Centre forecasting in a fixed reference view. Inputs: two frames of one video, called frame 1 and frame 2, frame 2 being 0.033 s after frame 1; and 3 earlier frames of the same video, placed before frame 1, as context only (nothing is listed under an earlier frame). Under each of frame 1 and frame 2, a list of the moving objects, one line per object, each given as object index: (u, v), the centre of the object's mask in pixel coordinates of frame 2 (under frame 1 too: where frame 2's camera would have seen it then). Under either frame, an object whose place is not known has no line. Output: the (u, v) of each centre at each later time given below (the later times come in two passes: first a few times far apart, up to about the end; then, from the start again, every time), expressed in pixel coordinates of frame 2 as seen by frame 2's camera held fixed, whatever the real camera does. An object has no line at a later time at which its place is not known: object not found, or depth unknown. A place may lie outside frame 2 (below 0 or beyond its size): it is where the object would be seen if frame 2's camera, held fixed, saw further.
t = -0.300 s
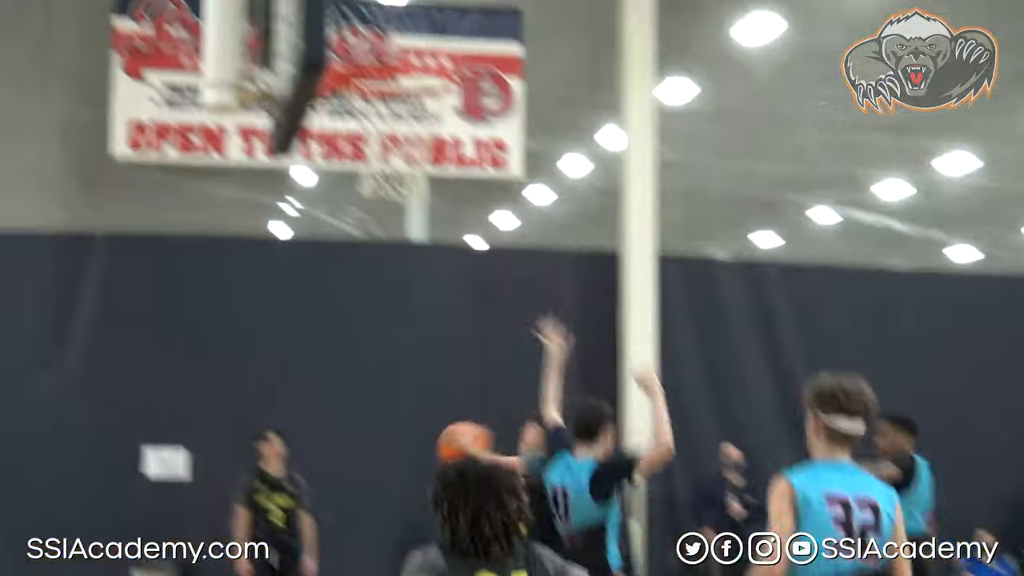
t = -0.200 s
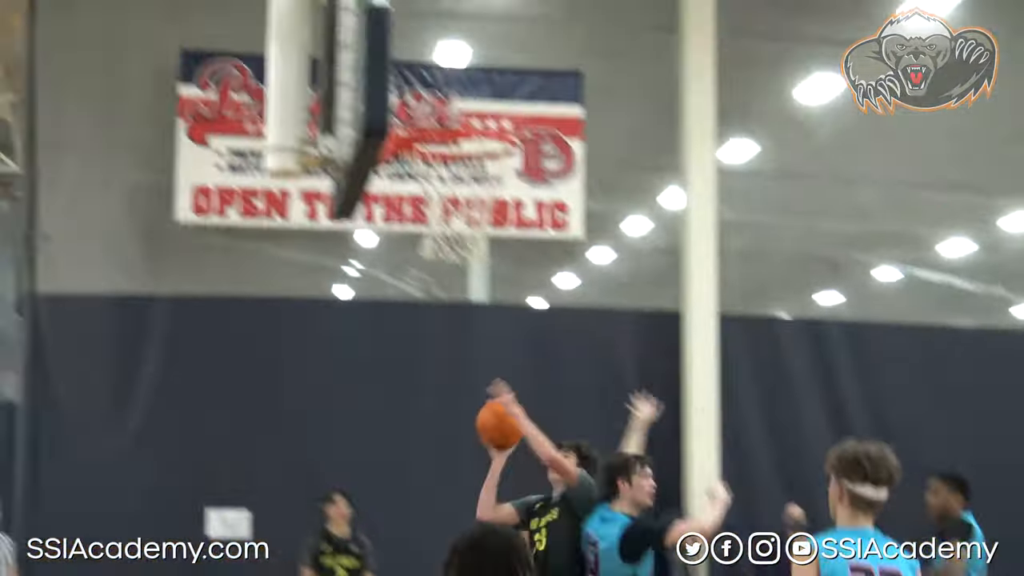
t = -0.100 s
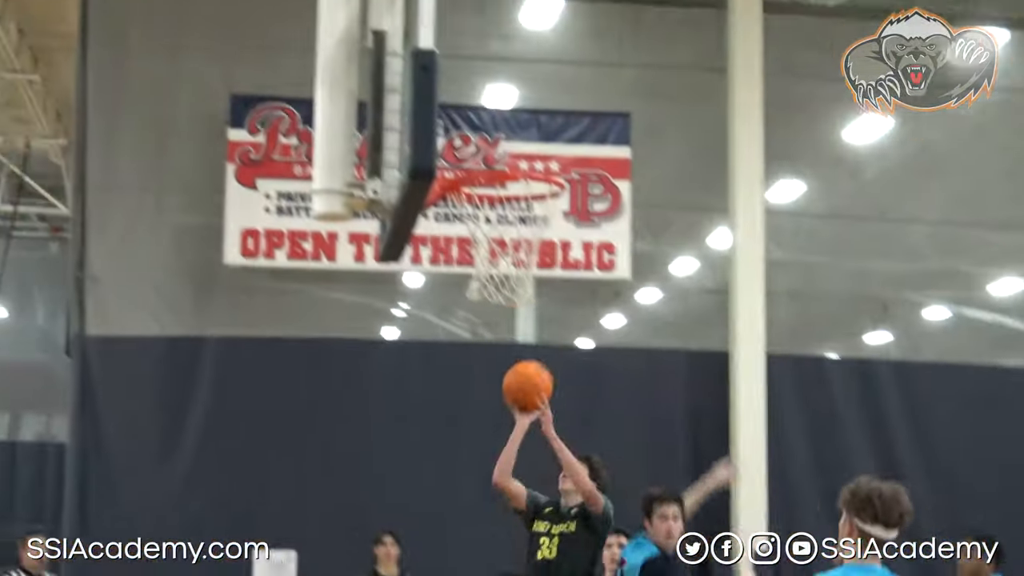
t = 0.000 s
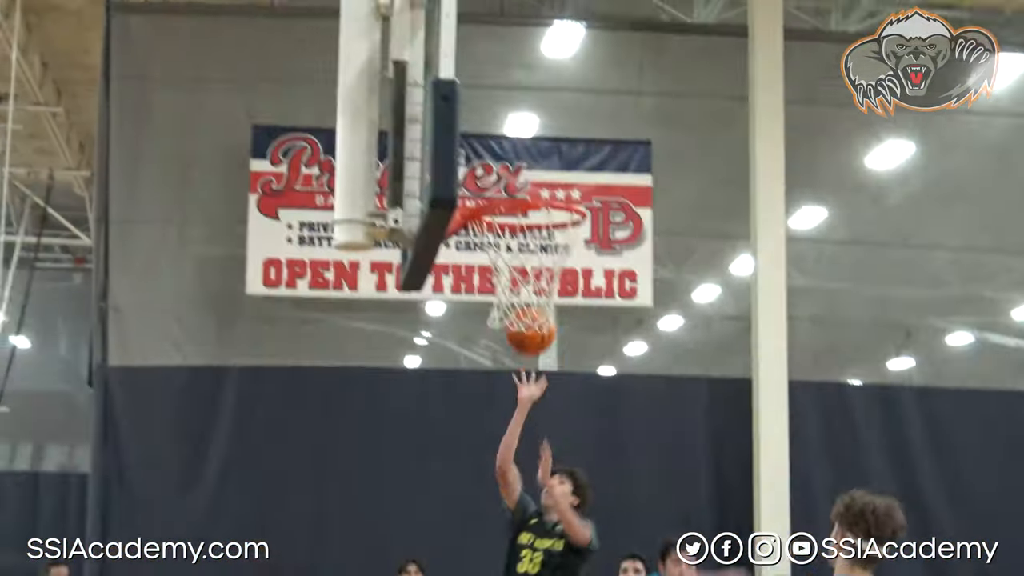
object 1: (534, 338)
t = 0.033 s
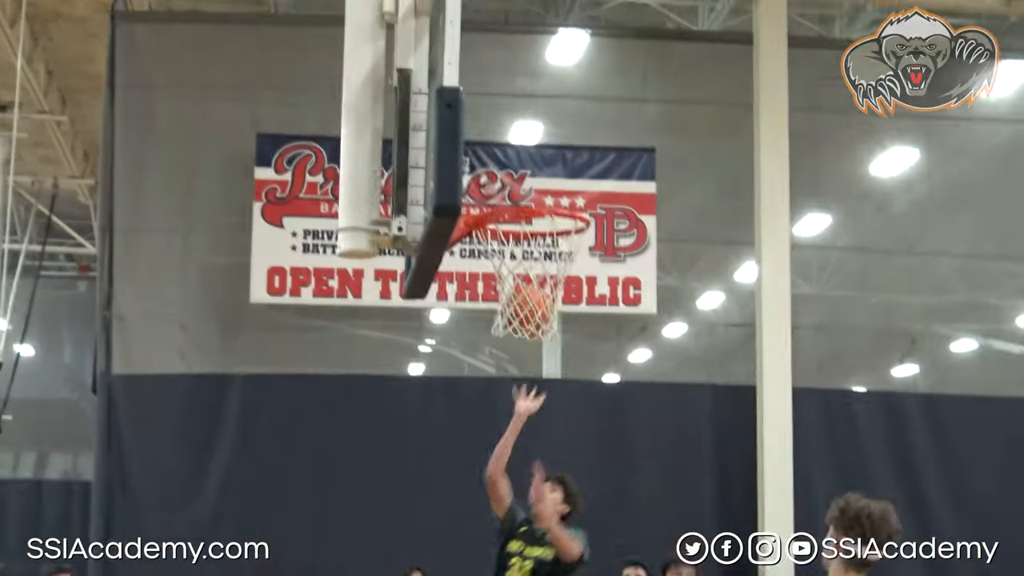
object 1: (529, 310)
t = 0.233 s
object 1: (484, 192)
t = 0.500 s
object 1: (503, 177)
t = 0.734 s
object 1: (567, 283)
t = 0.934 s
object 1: (582, 367)
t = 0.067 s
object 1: (523, 285)
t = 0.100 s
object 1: (516, 265)
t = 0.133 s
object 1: (508, 246)
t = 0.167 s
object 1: (499, 205)
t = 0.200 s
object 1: (492, 199)
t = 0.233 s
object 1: (484, 192)
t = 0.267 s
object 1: (479, 181)
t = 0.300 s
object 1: (475, 172)
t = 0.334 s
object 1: (472, 164)
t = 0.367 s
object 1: (474, 161)
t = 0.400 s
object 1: (479, 161)
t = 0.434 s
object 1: (484, 163)
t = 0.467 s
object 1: (493, 168)
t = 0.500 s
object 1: (503, 177)
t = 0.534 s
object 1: (512, 184)
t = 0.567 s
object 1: (522, 199)
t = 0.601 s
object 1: (532, 217)
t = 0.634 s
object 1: (544, 239)
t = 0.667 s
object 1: (552, 258)
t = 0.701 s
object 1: (562, 275)
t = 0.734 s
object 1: (567, 283)
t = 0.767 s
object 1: (569, 291)
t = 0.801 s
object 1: (573, 301)
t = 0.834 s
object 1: (575, 313)
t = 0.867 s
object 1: (577, 328)
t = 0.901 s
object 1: (580, 346)
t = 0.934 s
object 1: (582, 367)
